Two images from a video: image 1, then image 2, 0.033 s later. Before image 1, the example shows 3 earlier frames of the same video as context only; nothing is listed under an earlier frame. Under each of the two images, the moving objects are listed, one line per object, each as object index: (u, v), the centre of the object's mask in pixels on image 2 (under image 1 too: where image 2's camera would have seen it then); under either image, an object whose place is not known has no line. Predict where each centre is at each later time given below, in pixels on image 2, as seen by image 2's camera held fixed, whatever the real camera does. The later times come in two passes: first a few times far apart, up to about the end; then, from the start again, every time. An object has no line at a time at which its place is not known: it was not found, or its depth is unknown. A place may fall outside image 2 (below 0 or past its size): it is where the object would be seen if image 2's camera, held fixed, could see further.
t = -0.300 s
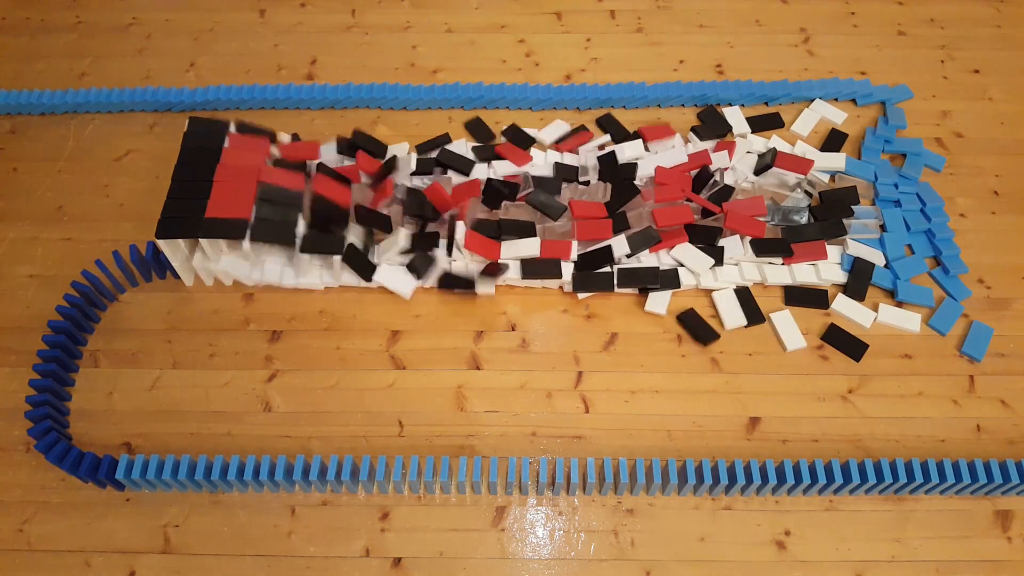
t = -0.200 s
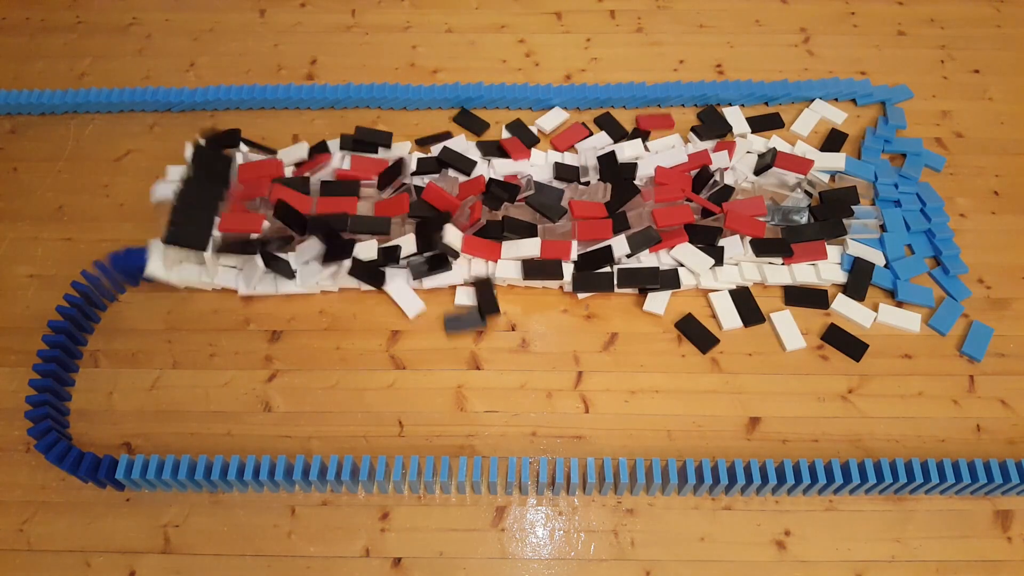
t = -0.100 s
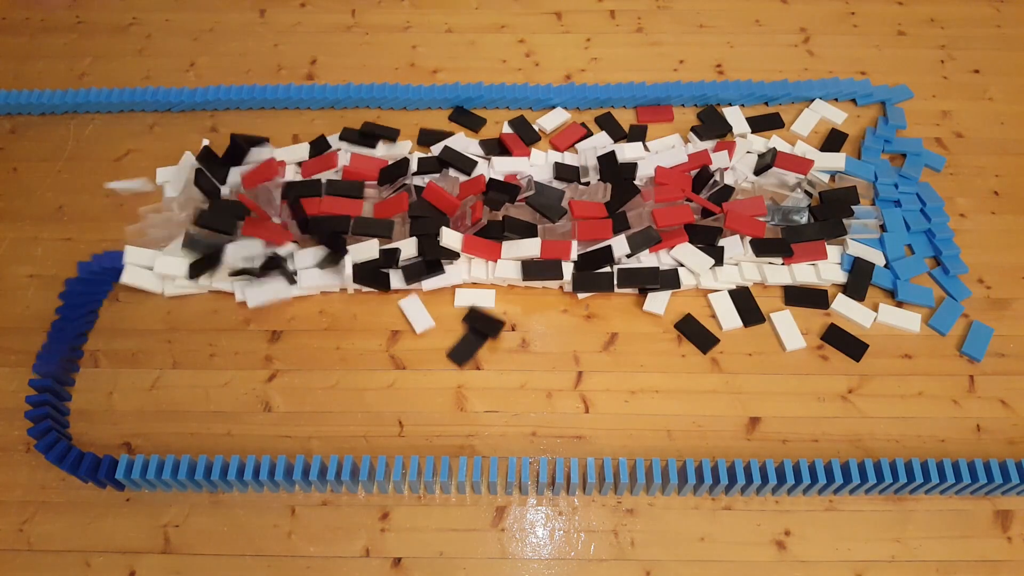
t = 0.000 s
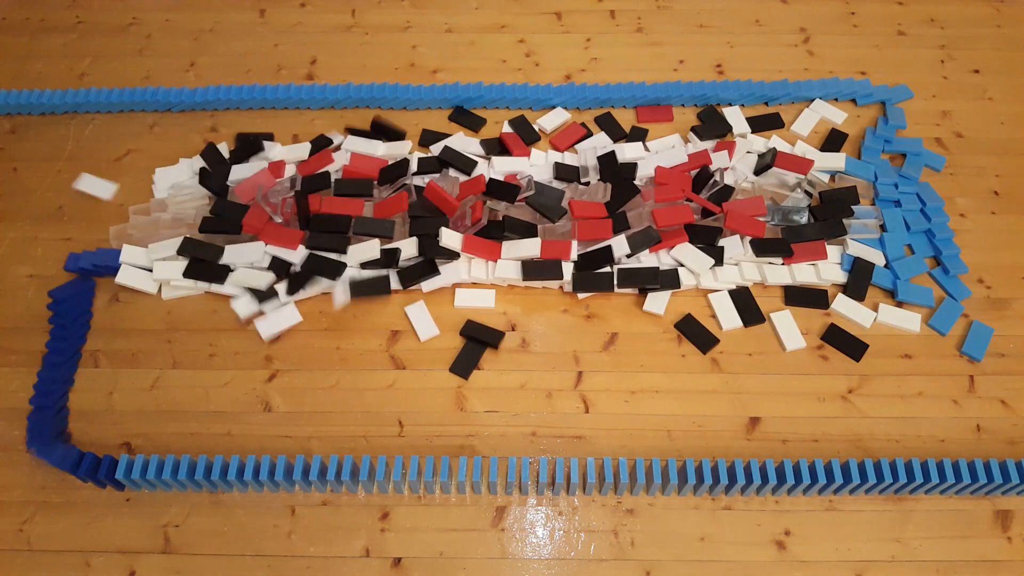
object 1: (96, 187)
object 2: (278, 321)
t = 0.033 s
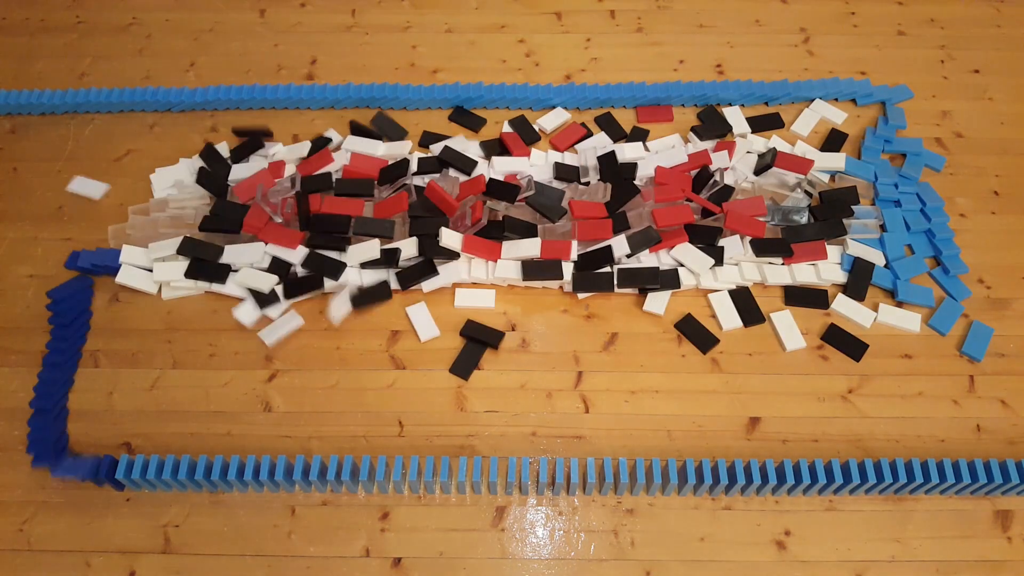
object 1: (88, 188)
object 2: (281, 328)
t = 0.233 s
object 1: (56, 186)
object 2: (285, 357)
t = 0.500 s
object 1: (55, 186)
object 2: (285, 367)
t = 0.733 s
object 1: (55, 186)
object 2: (285, 367)
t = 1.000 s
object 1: (55, 186)
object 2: (285, 367)
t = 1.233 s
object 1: (55, 186)
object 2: (285, 367)
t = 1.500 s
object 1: (55, 186)
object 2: (285, 367)
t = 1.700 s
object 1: (55, 186)
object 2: (285, 367)
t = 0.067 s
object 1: (79, 187)
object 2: (283, 333)
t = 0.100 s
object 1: (72, 187)
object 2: (285, 339)
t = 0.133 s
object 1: (66, 186)
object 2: (287, 343)
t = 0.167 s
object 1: (62, 186)
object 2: (286, 349)
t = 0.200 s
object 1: (58, 186)
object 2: (286, 353)
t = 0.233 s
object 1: (56, 186)
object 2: (285, 357)
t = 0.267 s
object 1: (54, 185)
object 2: (285, 360)
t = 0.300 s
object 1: (54, 186)
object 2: (285, 362)
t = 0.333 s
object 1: (55, 186)
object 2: (285, 364)
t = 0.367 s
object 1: (55, 186)
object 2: (285, 365)
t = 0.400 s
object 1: (55, 186)
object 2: (285, 367)
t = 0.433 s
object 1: (55, 186)
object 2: (285, 367)
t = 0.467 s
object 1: (55, 186)
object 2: (285, 367)
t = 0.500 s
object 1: (55, 186)
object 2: (285, 367)
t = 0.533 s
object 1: (55, 186)
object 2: (285, 367)
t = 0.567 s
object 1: (55, 186)
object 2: (285, 367)
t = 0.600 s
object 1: (55, 186)
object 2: (285, 367)
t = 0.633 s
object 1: (55, 186)
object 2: (285, 367)
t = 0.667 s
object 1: (55, 186)
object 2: (285, 367)
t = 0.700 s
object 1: (55, 186)
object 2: (285, 367)
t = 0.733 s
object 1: (55, 186)
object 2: (285, 367)
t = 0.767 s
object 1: (55, 186)
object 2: (285, 367)
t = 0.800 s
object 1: (55, 186)
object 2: (285, 367)
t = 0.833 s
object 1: (55, 186)
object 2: (285, 367)
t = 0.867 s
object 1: (55, 186)
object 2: (285, 367)
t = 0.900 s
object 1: (55, 186)
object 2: (285, 367)
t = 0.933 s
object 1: (55, 186)
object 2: (285, 367)
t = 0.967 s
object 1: (55, 186)
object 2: (285, 367)
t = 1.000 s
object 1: (55, 186)
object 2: (285, 367)
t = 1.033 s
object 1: (55, 186)
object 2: (285, 367)
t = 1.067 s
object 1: (55, 186)
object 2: (285, 367)
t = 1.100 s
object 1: (55, 186)
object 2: (285, 367)
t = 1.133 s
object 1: (55, 186)
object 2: (285, 367)
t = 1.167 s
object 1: (55, 186)
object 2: (285, 367)
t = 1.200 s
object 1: (55, 186)
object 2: (285, 367)
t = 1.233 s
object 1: (55, 186)
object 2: (285, 367)
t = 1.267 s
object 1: (55, 186)
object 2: (285, 367)
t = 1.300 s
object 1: (55, 186)
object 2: (285, 367)
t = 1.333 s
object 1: (55, 186)
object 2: (285, 367)
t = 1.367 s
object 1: (55, 186)
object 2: (285, 367)
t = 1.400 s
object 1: (55, 186)
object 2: (285, 367)
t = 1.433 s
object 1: (55, 186)
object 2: (285, 367)
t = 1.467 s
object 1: (55, 186)
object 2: (285, 367)
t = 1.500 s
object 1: (55, 186)
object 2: (285, 367)
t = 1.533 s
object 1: (55, 186)
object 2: (285, 367)
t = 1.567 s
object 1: (55, 186)
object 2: (285, 367)
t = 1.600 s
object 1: (55, 186)
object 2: (285, 367)
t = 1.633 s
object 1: (55, 186)
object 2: (285, 367)
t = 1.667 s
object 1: (55, 186)
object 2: (285, 367)
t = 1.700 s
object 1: (55, 186)
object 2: (285, 367)
